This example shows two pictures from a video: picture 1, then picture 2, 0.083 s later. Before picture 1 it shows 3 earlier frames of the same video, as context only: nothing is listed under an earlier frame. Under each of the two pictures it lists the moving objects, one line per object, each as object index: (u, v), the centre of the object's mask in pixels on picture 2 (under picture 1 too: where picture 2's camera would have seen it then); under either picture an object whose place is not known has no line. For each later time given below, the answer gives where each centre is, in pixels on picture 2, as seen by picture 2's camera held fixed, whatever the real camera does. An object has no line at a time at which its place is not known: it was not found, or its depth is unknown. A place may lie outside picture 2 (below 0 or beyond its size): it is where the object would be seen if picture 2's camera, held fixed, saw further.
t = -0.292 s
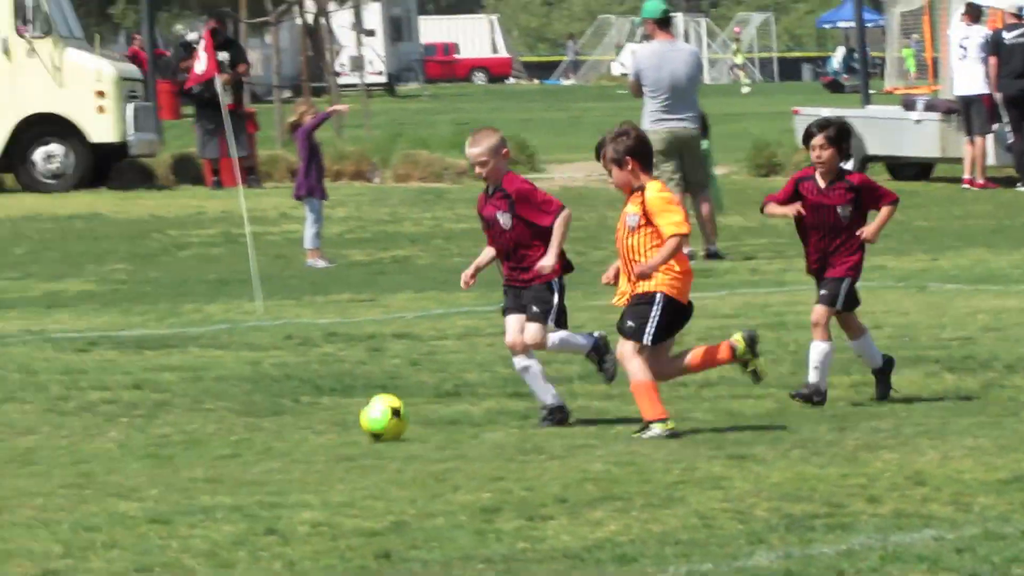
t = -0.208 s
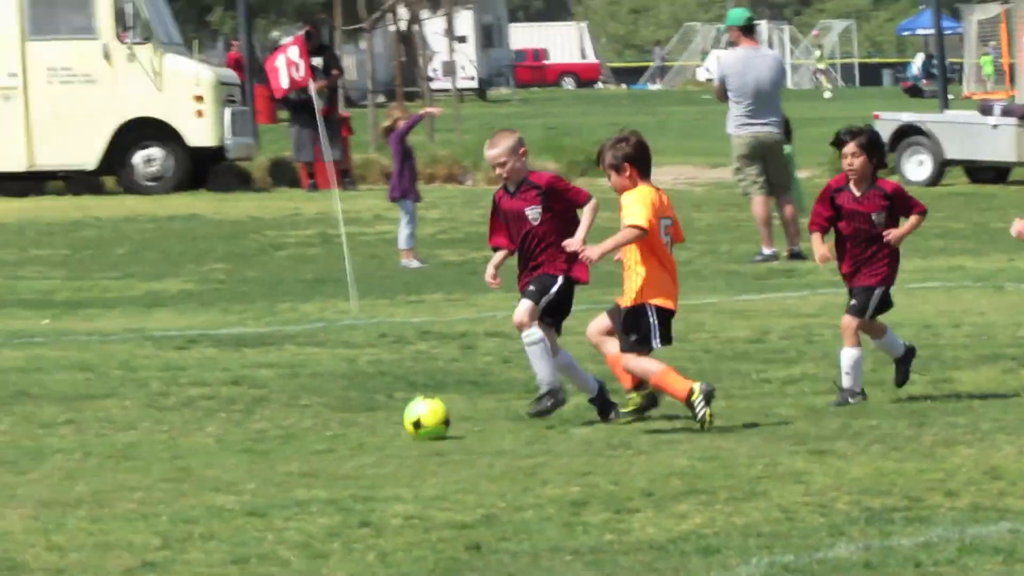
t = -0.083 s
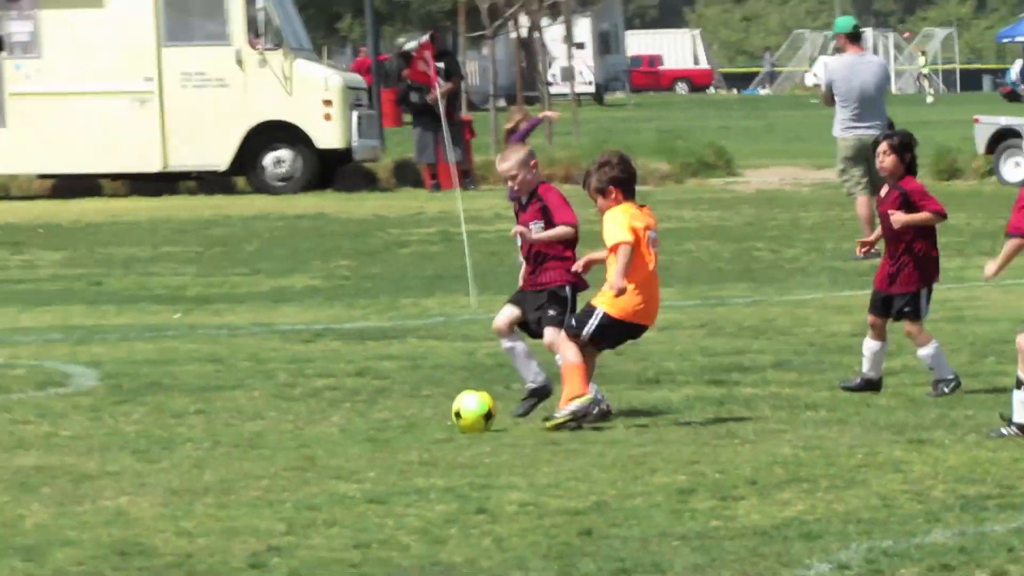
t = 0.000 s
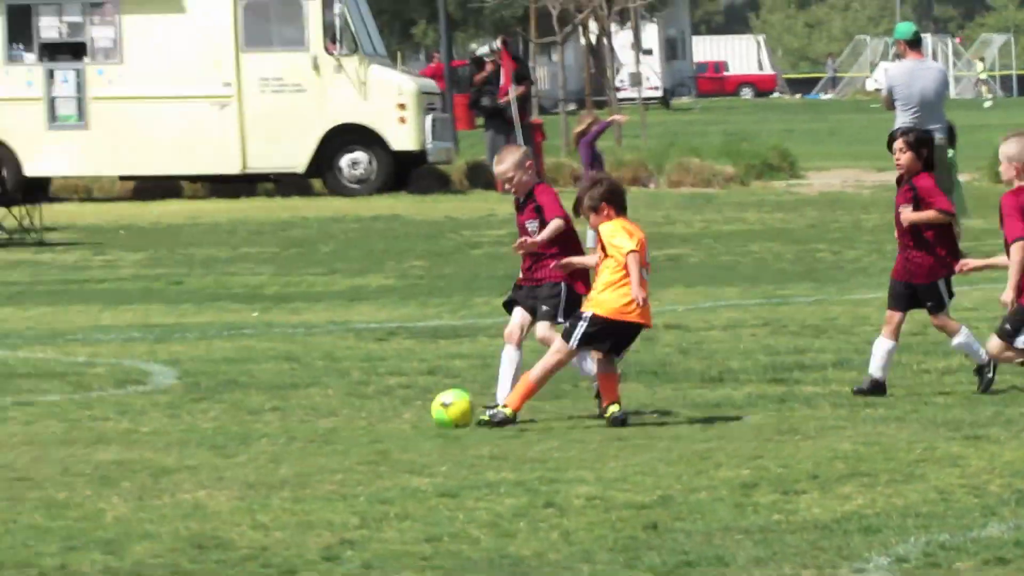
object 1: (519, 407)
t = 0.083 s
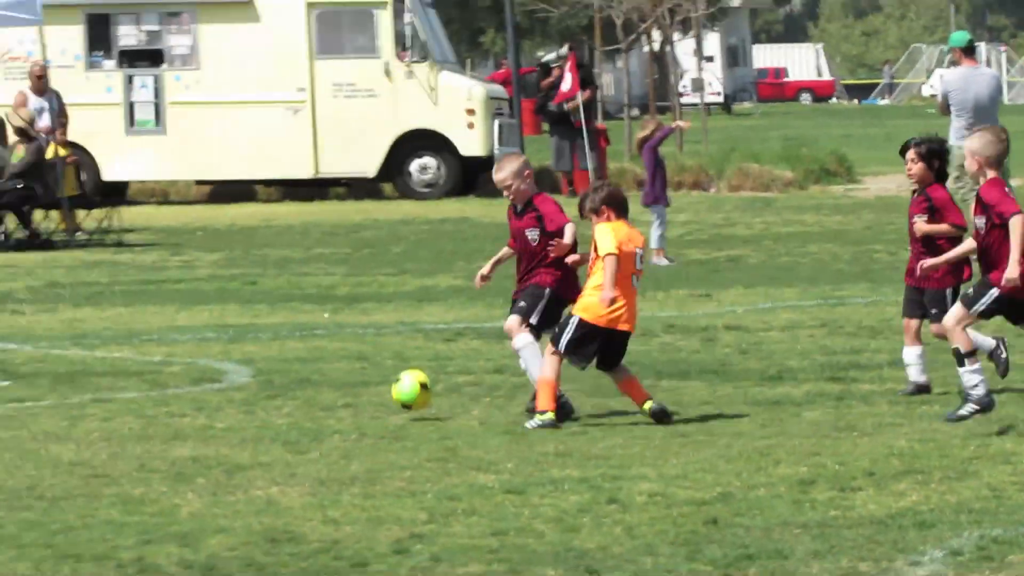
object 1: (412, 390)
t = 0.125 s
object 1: (359, 388)
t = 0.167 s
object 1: (307, 387)
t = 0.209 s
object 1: (256, 393)
